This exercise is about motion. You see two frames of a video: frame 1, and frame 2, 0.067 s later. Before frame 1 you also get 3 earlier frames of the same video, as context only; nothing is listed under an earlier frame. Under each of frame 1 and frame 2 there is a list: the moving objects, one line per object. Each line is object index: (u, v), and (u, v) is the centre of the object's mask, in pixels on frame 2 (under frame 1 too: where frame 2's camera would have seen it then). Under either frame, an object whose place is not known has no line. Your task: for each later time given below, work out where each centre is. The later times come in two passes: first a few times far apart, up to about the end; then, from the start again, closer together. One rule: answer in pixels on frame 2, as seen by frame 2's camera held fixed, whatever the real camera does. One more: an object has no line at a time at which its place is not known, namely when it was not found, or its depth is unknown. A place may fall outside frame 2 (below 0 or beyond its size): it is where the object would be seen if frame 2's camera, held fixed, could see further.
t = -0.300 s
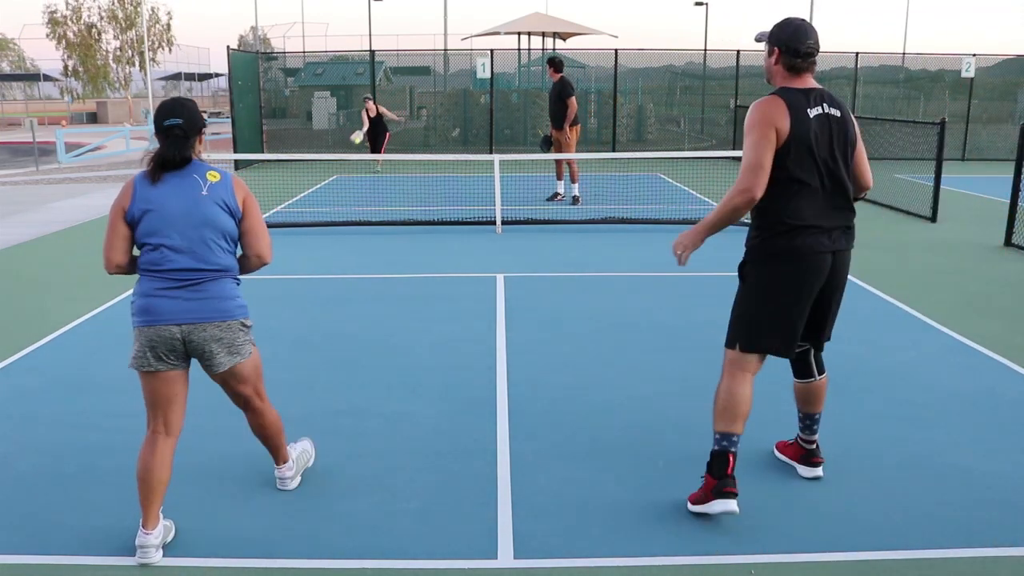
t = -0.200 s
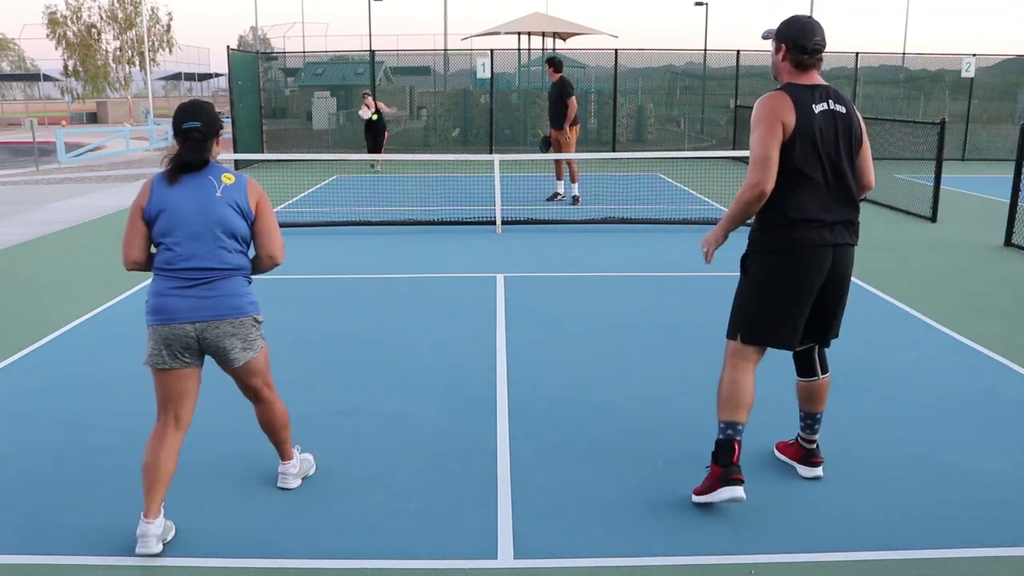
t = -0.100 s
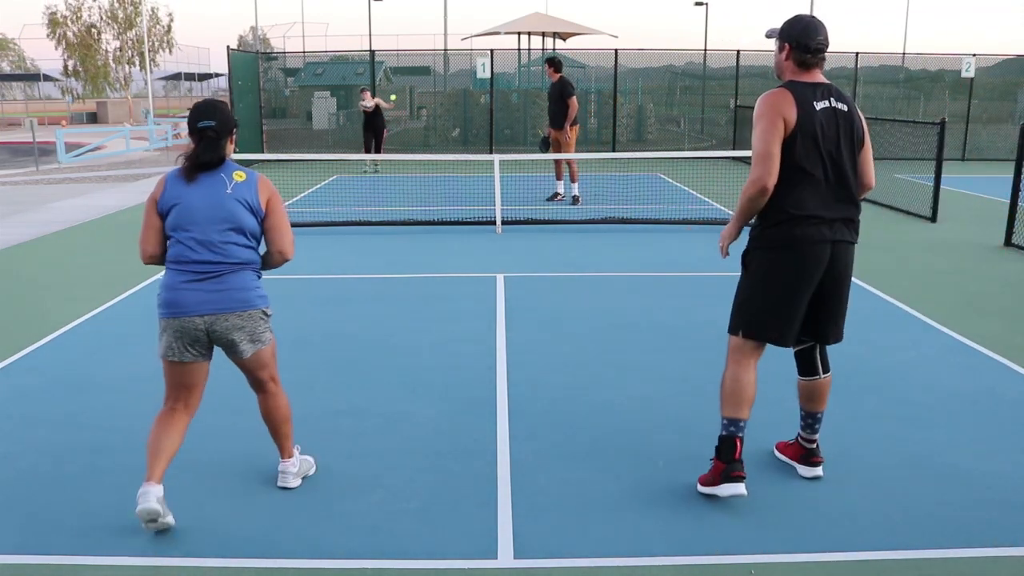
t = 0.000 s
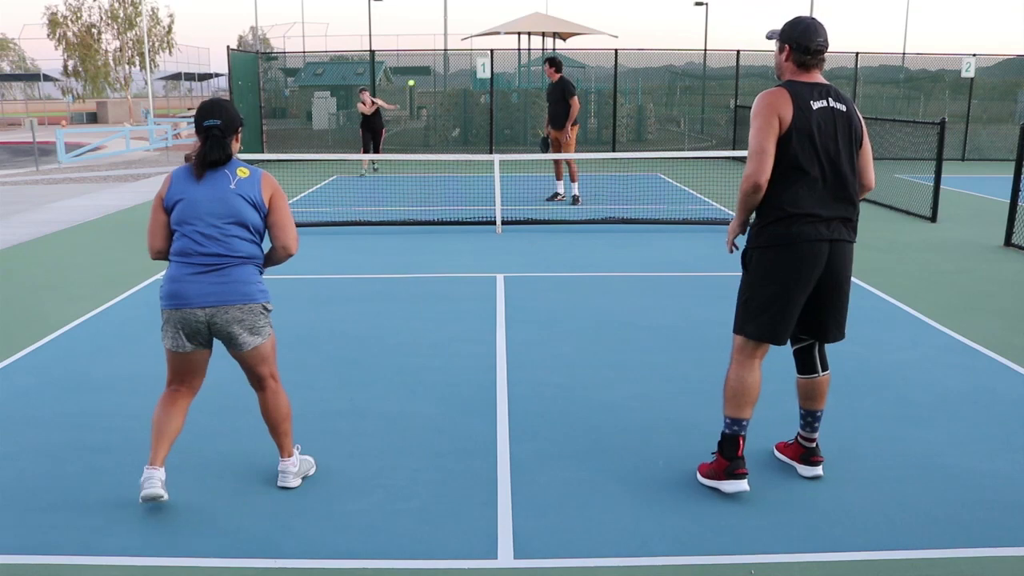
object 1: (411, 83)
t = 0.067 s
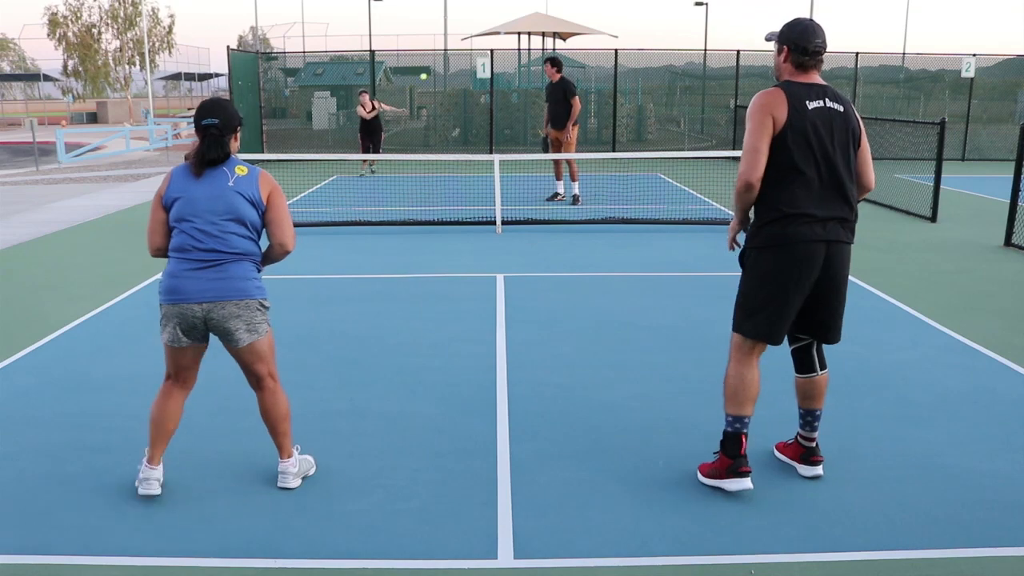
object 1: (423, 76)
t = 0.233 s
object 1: (457, 74)
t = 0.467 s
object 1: (513, 112)
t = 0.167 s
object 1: (442, 73)
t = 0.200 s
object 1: (449, 73)
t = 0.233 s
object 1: (457, 74)
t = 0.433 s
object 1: (504, 103)
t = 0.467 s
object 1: (513, 112)
